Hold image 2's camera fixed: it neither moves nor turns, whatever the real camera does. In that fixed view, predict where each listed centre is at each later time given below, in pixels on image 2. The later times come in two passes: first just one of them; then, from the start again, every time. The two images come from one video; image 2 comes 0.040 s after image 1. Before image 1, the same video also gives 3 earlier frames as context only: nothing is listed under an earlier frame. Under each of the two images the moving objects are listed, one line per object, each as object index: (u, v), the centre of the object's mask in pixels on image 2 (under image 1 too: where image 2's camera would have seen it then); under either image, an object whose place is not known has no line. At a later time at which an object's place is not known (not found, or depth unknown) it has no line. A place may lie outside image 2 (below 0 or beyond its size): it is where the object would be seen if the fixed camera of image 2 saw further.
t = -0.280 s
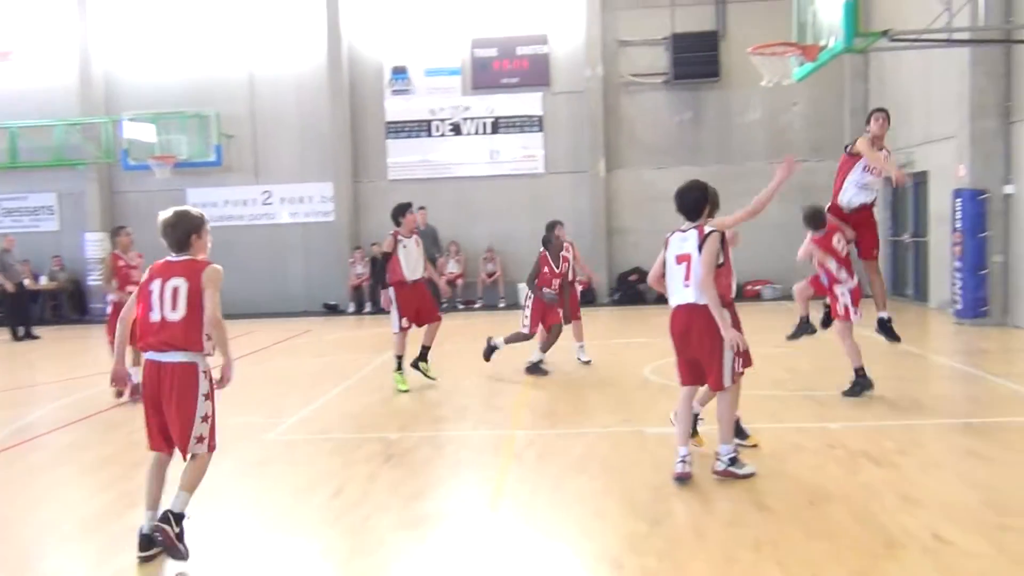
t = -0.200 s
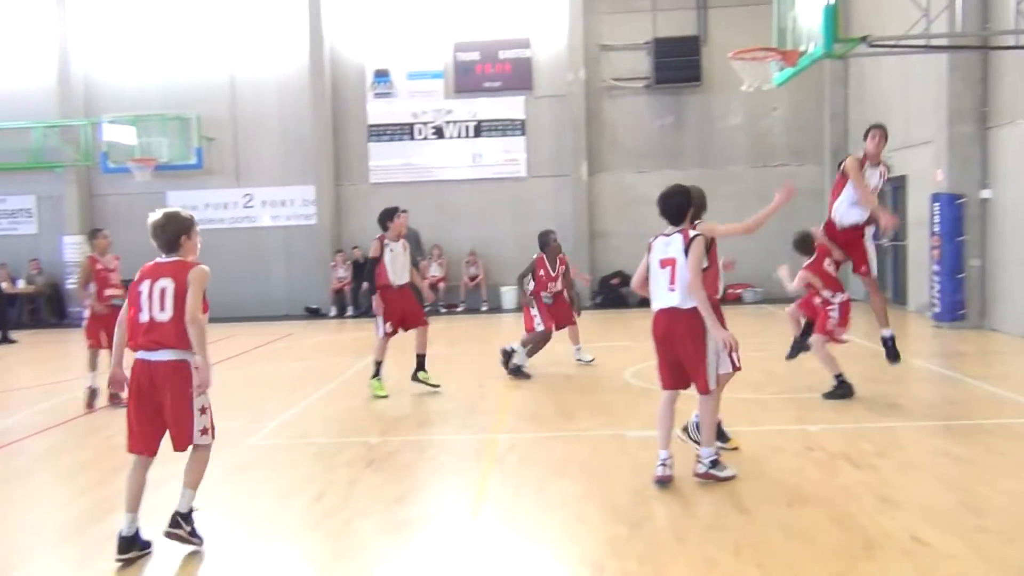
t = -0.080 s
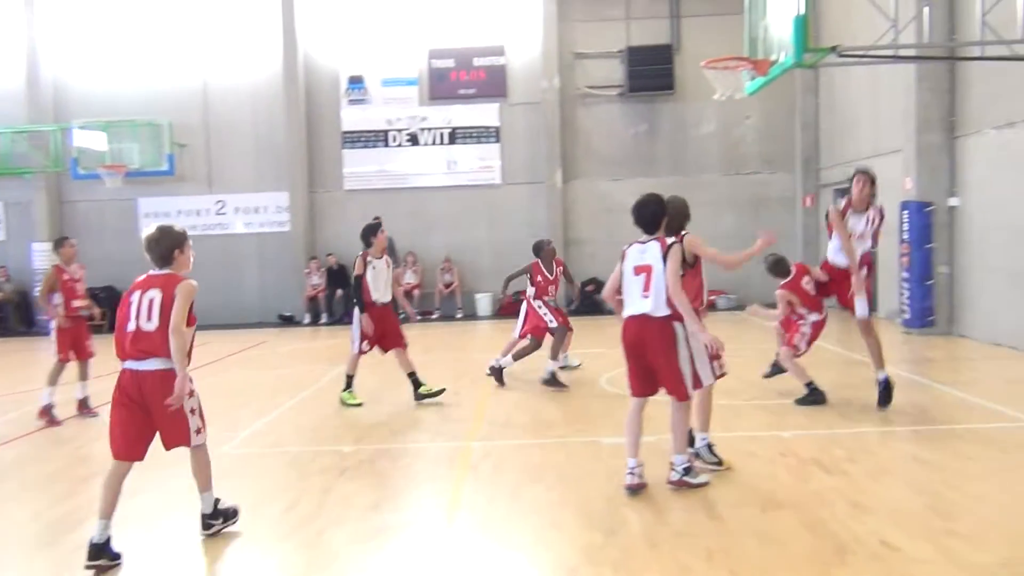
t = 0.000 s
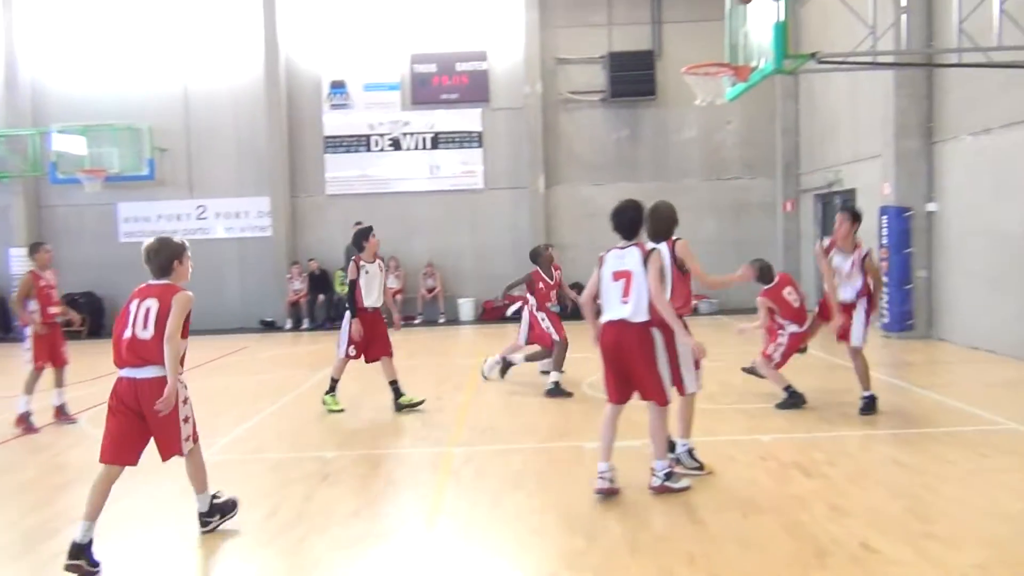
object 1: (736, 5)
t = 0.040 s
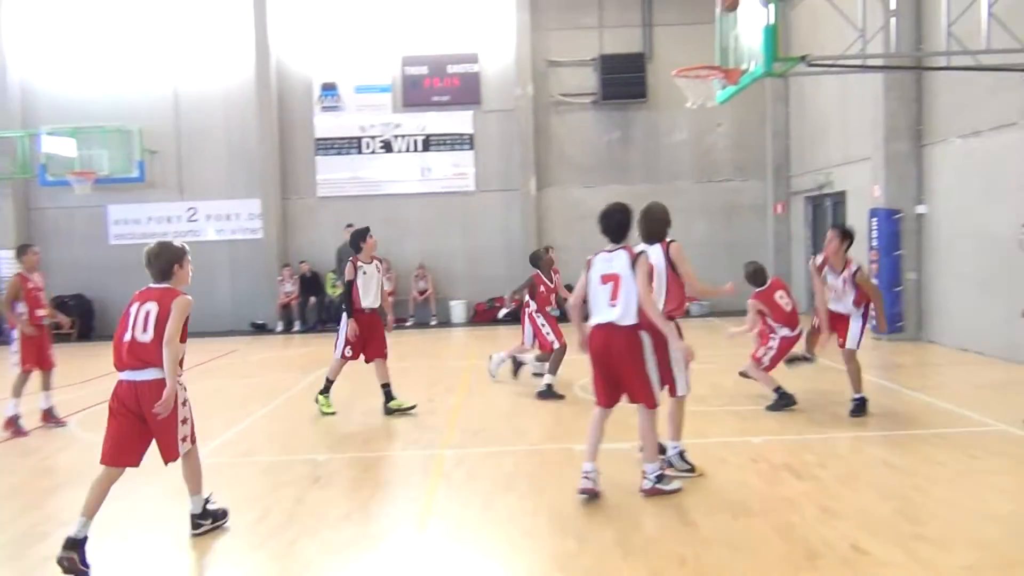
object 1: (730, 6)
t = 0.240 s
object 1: (700, 50)
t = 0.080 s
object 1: (723, 8)
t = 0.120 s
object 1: (717, 15)
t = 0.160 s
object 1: (712, 25)
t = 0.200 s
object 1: (706, 37)
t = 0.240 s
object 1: (700, 50)
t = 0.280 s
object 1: (696, 60)
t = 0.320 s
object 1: (691, 81)
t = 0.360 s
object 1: (687, 91)
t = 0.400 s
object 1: (687, 92)
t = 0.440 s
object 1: (689, 93)
